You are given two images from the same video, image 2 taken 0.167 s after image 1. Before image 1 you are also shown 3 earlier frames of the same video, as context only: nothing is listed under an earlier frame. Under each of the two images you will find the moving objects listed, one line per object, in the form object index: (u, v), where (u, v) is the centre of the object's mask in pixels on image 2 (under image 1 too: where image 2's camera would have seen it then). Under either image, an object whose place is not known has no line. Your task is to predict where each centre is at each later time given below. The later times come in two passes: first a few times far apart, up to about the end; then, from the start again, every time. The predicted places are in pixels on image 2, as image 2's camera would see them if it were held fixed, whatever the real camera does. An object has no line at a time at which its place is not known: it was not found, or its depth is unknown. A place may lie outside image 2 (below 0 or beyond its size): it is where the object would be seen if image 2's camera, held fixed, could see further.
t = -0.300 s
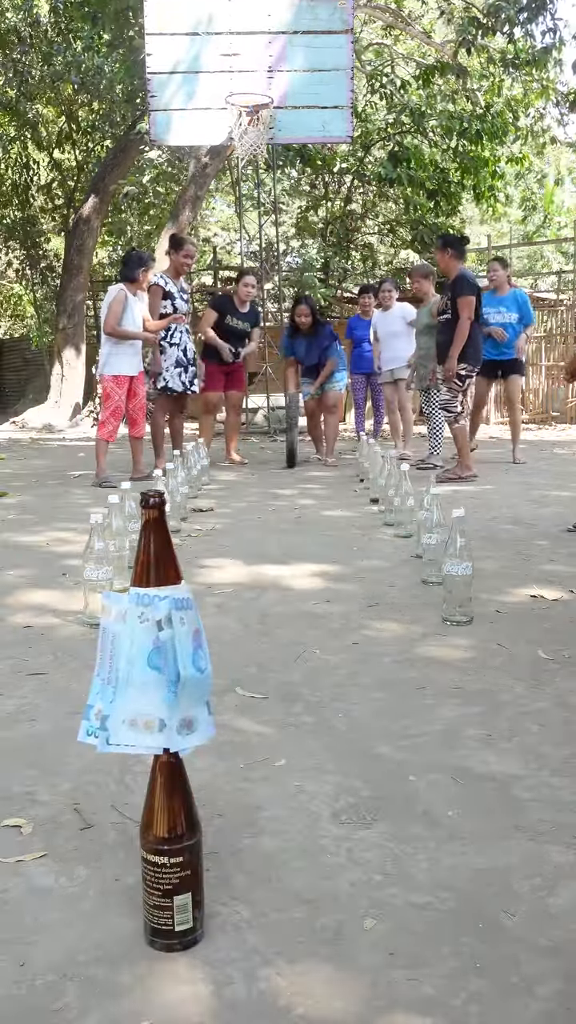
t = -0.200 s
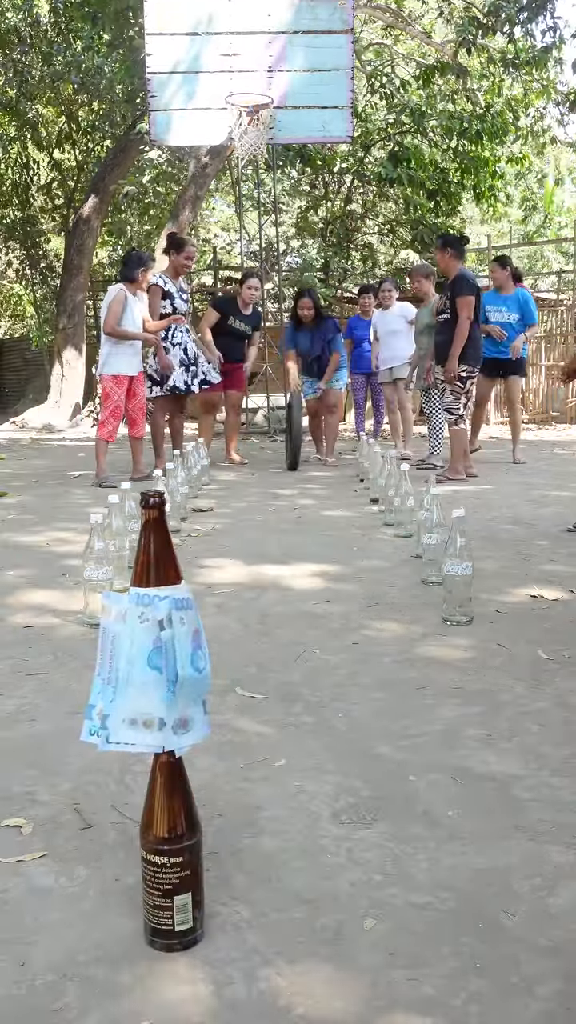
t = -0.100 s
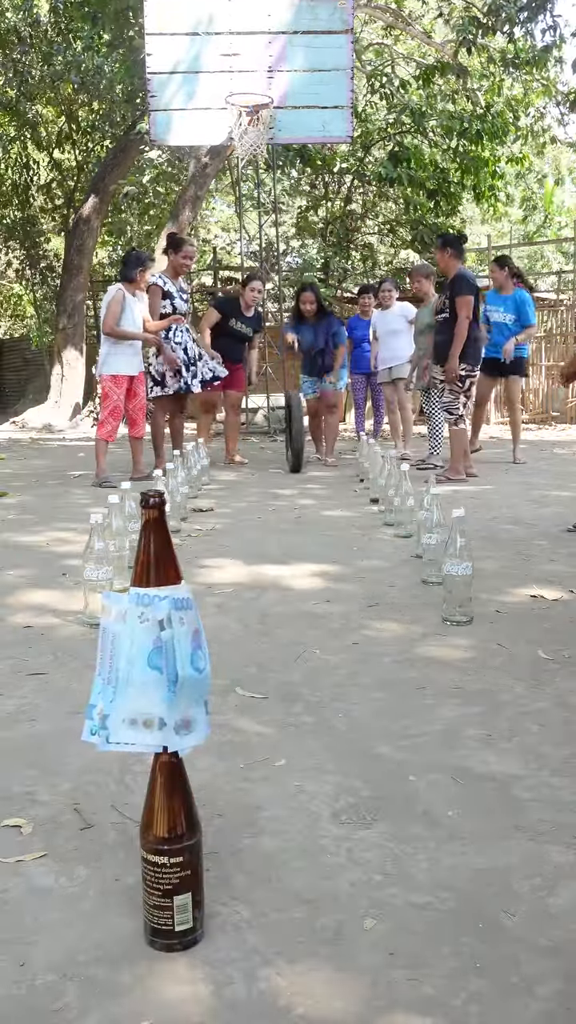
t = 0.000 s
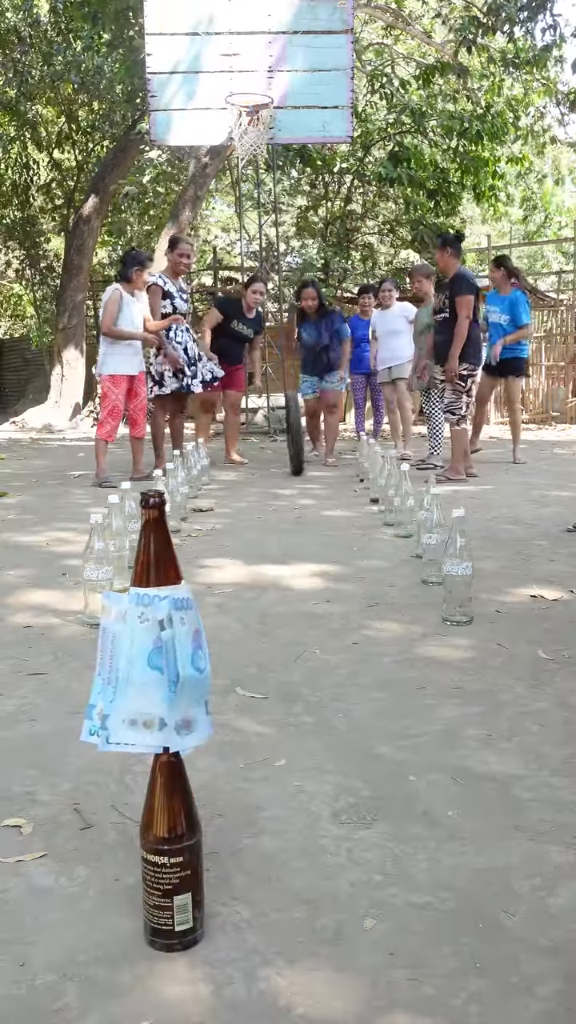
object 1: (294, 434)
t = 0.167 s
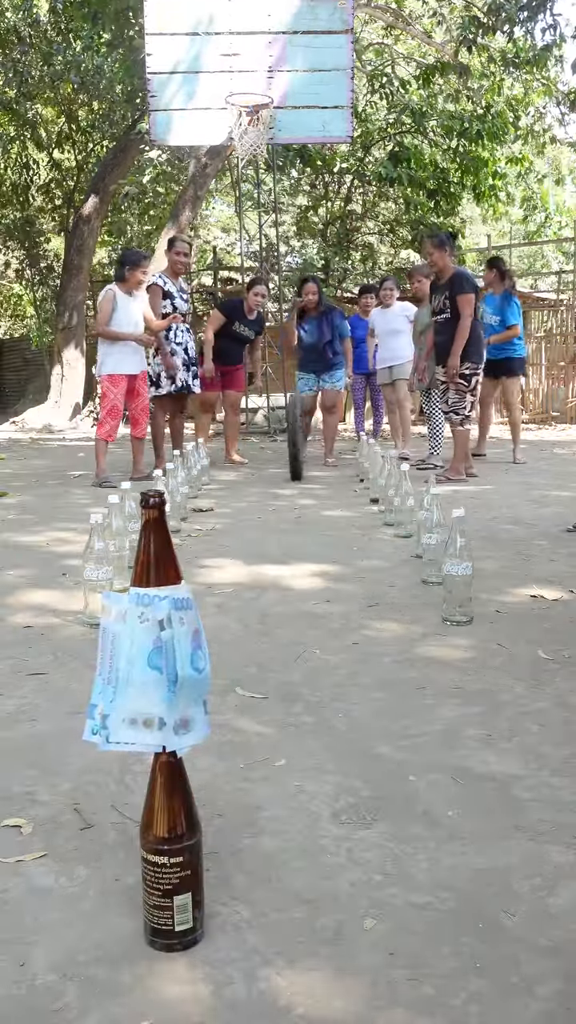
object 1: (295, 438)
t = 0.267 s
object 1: (298, 436)
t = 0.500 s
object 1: (301, 442)
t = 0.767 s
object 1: (303, 448)
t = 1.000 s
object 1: (310, 457)
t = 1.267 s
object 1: (315, 466)
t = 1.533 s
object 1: (322, 472)
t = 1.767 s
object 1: (324, 483)
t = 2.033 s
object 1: (336, 497)
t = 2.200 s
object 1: (339, 514)
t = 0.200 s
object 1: (295, 438)
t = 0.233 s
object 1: (297, 438)
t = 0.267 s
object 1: (298, 436)
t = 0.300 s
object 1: (299, 438)
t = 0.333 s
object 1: (299, 438)
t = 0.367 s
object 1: (300, 438)
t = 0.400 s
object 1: (300, 439)
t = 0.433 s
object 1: (300, 440)
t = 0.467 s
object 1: (300, 441)
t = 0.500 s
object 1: (301, 442)
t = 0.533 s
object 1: (301, 443)
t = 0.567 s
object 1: (301, 444)
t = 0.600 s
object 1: (302, 444)
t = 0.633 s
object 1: (302, 444)
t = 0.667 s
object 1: (302, 445)
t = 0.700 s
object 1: (302, 448)
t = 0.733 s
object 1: (303, 448)
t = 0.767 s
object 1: (303, 448)
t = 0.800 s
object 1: (305, 451)
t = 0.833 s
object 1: (307, 451)
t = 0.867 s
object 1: (308, 452)
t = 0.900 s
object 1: (308, 452)
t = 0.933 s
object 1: (309, 452)
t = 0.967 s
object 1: (310, 455)
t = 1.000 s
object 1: (310, 457)
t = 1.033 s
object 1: (311, 458)
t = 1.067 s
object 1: (311, 457)
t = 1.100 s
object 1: (312, 458)
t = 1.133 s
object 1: (312, 459)
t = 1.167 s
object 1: (313, 460)
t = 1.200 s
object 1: (314, 461)
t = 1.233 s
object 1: (314, 463)
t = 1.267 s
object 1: (315, 466)
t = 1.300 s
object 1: (316, 465)
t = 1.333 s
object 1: (317, 466)
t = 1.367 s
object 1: (318, 468)
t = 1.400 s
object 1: (319, 469)
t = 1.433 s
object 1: (320, 468)
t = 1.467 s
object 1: (321, 469)
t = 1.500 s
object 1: (321, 473)
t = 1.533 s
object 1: (322, 472)
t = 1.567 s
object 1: (322, 474)
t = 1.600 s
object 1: (322, 475)
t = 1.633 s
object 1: (323, 478)
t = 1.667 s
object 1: (323, 477)
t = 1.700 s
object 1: (323, 480)
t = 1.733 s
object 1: (324, 481)
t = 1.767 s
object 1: (324, 483)
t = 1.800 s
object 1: (326, 484)
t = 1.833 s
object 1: (326, 484)
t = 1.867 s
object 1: (328, 486)
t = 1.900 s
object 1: (329, 488)
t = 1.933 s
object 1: (331, 491)
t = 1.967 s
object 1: (333, 493)
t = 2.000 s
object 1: (334, 496)
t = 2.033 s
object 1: (336, 497)
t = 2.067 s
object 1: (336, 500)
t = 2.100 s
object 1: (337, 503)
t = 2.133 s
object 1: (338, 508)
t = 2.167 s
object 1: (339, 510)
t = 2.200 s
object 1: (339, 514)
